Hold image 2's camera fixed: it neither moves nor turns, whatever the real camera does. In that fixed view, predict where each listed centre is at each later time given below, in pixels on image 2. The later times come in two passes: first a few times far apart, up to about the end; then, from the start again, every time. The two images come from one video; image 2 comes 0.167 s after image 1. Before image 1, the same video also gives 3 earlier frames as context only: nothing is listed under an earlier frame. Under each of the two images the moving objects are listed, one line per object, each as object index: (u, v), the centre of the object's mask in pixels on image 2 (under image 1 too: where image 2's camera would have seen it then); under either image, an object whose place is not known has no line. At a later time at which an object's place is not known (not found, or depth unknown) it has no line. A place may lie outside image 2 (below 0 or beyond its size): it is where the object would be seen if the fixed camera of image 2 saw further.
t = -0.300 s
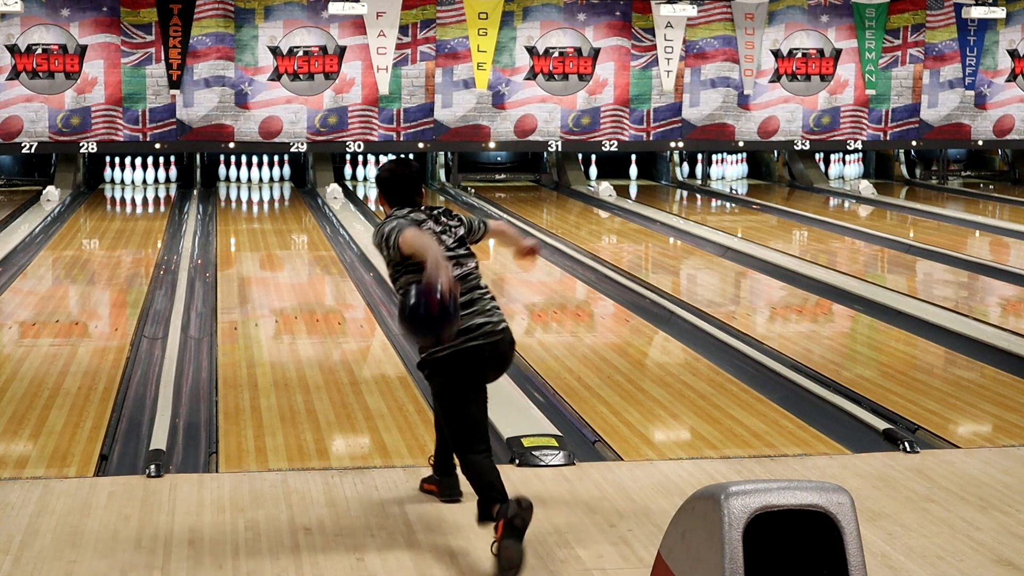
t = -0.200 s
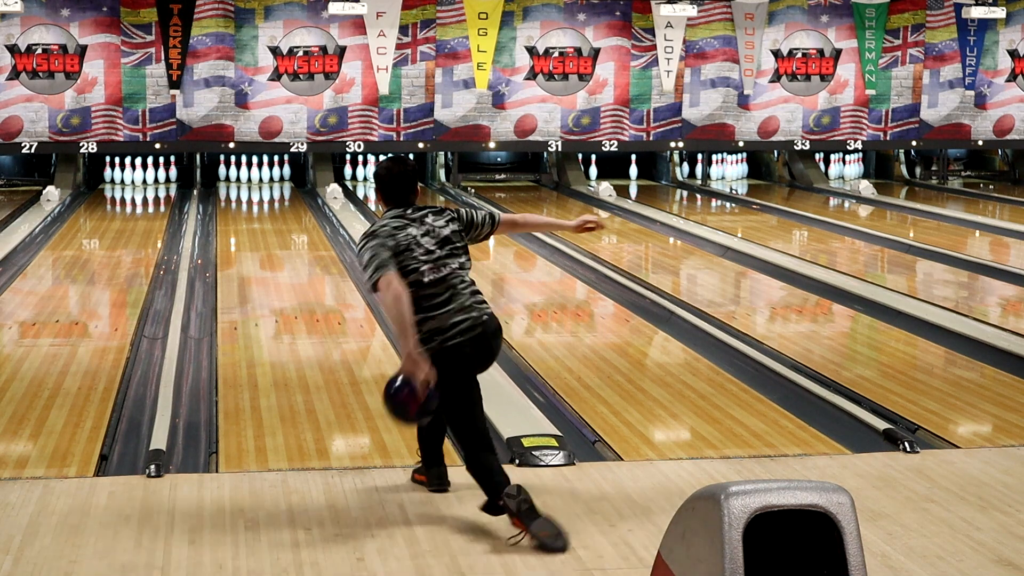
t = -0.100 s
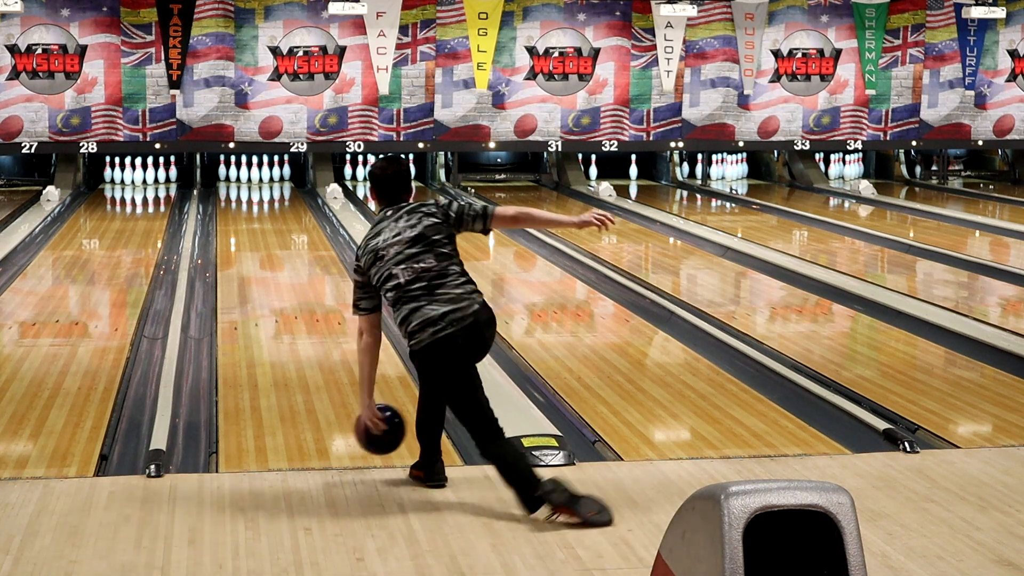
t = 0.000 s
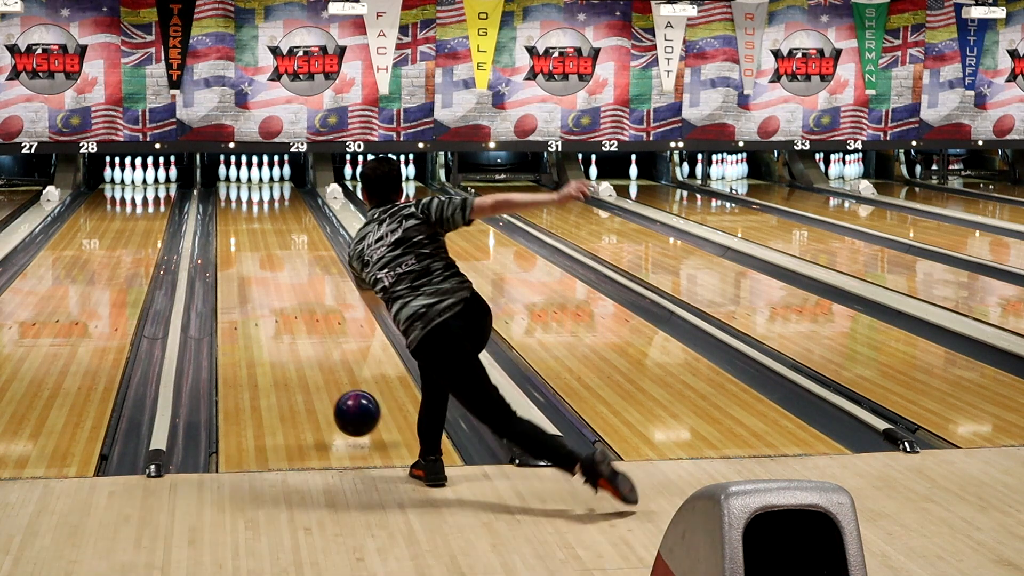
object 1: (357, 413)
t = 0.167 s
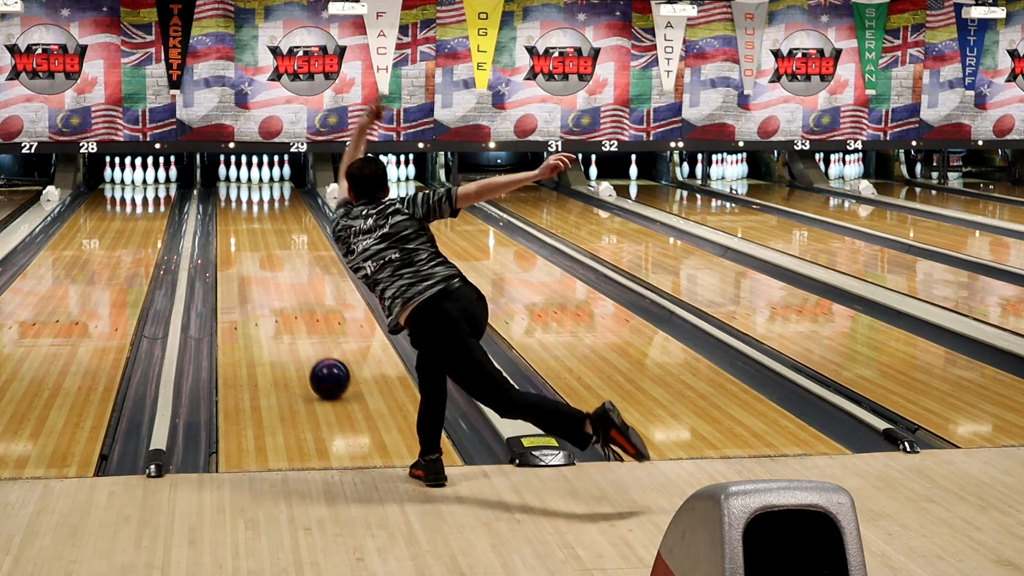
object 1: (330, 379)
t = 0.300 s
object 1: (313, 348)
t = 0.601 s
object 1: (285, 299)
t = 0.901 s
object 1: (266, 264)
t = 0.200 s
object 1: (325, 371)
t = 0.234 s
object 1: (321, 363)
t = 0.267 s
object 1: (317, 356)
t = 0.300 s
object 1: (313, 348)
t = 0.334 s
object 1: (309, 342)
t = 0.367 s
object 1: (305, 335)
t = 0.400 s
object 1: (302, 329)
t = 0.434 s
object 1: (299, 324)
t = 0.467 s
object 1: (296, 319)
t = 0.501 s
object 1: (293, 313)
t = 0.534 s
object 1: (290, 308)
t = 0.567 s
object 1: (286, 304)
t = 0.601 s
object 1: (285, 299)
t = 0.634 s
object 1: (282, 294)
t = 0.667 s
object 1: (280, 290)
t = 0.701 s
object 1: (278, 286)
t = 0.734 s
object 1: (276, 282)
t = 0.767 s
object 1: (274, 278)
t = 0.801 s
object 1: (272, 275)
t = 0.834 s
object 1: (270, 271)
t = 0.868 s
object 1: (268, 268)
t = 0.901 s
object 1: (266, 264)
